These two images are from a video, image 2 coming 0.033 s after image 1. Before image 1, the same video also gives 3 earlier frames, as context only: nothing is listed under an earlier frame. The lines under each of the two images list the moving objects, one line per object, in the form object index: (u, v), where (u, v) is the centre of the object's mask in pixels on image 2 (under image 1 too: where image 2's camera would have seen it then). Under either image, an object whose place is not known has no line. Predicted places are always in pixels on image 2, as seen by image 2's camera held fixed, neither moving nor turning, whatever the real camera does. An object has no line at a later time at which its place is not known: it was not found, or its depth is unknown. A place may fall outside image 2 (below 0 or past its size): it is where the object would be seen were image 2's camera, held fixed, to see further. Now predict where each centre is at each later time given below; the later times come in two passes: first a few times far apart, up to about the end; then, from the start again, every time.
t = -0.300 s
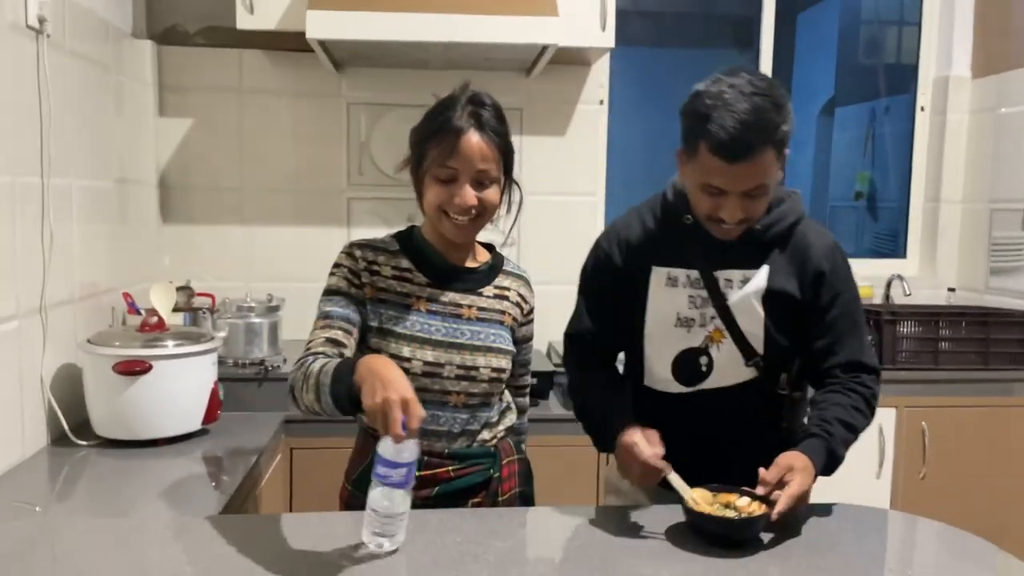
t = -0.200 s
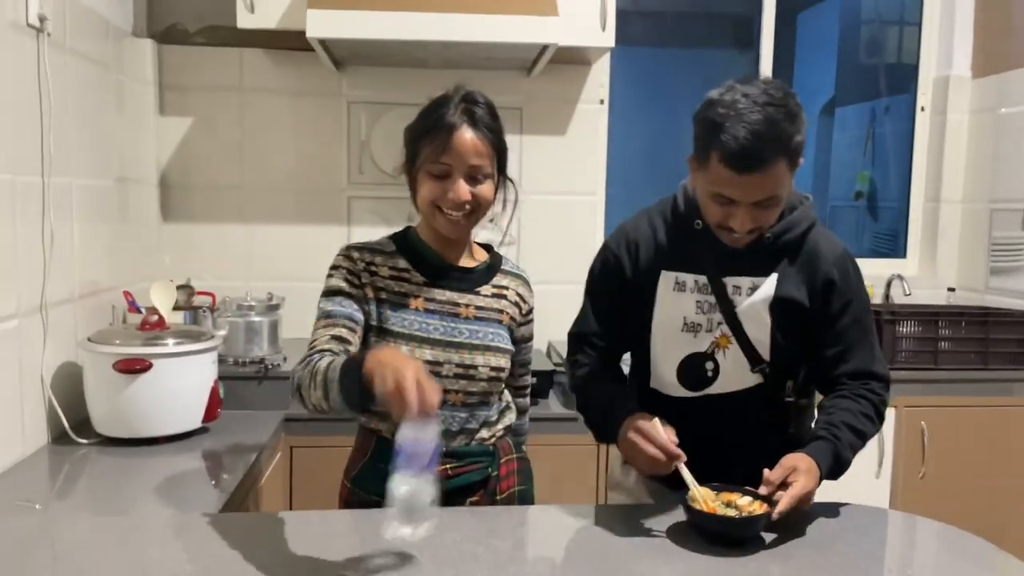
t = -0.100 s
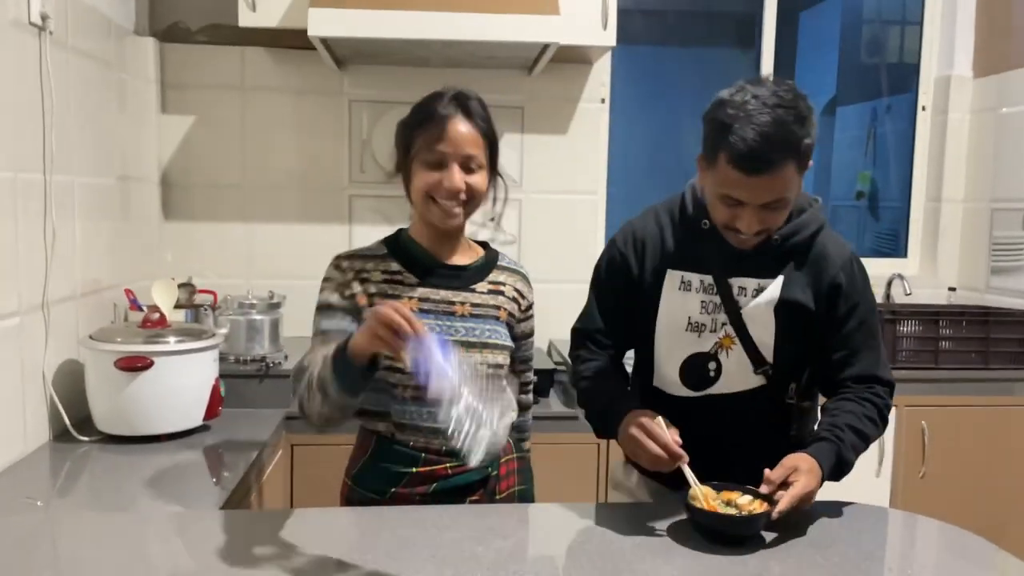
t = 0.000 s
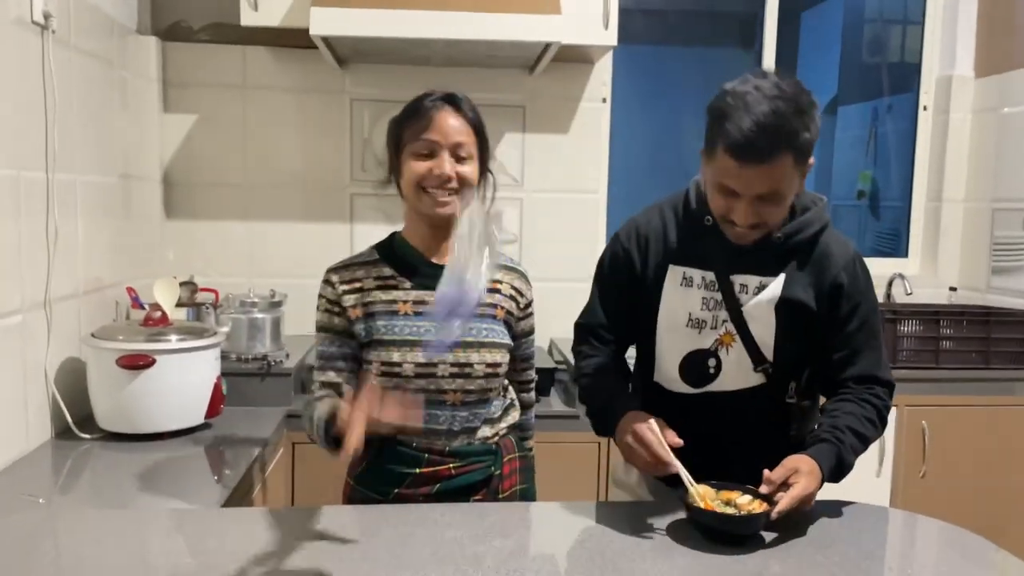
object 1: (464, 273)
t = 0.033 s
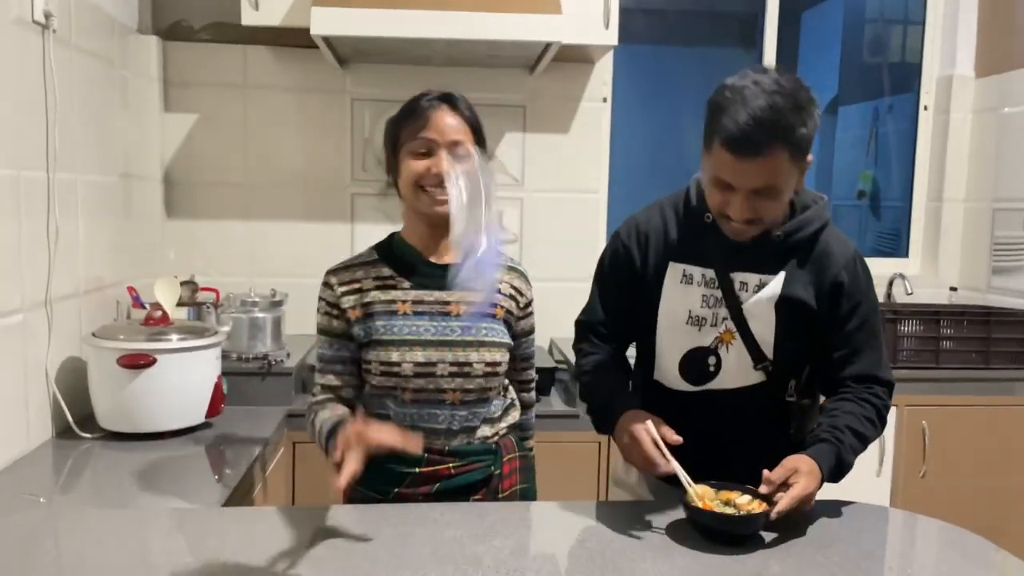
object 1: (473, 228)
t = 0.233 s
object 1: (455, 136)
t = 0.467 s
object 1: (416, 421)
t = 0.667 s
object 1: (370, 512)
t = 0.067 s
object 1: (479, 193)
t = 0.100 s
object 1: (477, 158)
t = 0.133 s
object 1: (476, 139)
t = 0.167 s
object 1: (468, 127)
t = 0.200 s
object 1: (462, 127)
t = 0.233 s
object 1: (455, 136)
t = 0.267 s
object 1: (450, 153)
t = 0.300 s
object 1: (445, 179)
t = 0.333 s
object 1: (440, 212)
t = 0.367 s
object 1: (436, 247)
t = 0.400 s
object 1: (428, 301)
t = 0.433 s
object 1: (422, 358)
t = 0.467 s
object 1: (416, 421)
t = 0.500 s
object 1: (411, 477)
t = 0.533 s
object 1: (400, 485)
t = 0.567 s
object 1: (391, 492)
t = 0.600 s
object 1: (384, 501)
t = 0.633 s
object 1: (379, 510)
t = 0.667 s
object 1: (370, 512)
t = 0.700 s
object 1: (363, 511)
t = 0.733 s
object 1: (359, 511)
